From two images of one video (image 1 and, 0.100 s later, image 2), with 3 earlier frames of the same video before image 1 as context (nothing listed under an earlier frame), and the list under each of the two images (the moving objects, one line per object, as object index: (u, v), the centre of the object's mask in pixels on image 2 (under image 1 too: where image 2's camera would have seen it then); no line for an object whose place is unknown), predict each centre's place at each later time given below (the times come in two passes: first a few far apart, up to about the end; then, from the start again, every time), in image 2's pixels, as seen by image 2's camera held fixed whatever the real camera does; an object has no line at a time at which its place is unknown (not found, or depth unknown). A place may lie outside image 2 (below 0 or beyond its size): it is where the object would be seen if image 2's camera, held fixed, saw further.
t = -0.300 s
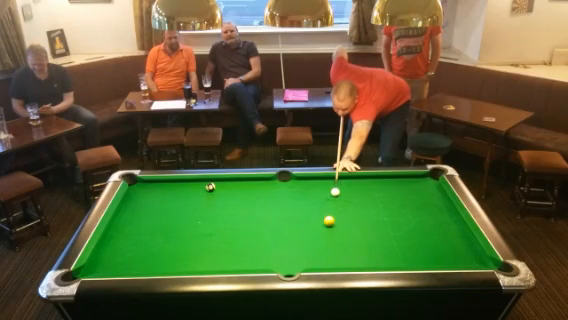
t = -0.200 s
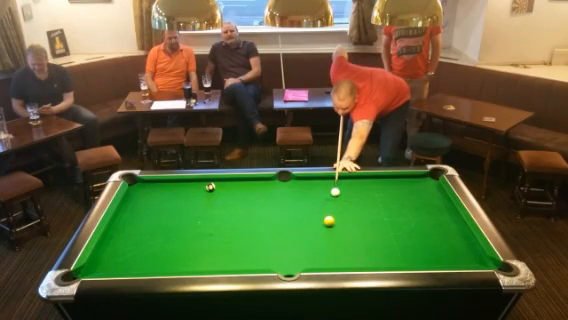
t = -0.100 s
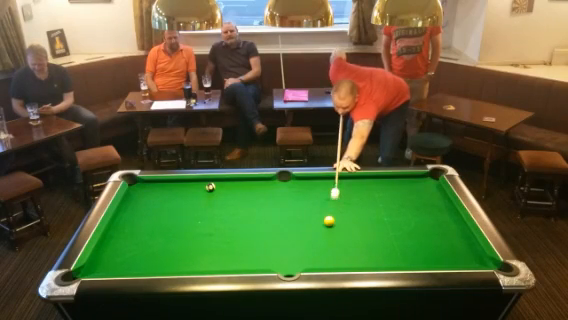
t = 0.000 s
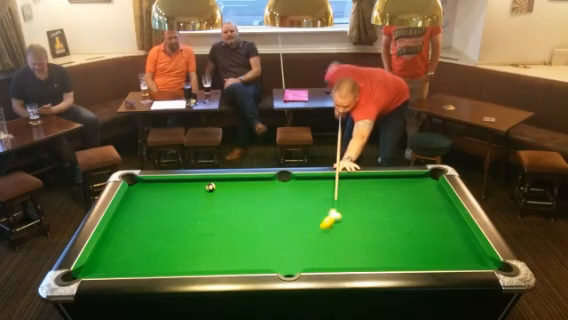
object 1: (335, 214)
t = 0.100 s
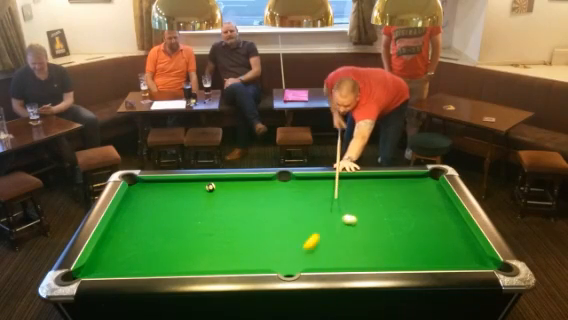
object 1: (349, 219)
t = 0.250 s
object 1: (370, 226)
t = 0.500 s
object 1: (405, 239)
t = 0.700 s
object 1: (434, 250)
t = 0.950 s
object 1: (471, 261)
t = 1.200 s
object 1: (474, 256)
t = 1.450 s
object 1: (452, 252)
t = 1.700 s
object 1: (432, 248)
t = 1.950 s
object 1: (413, 245)
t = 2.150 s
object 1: (399, 242)
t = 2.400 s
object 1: (383, 240)
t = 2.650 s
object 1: (368, 237)
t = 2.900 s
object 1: (354, 235)
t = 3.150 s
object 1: (342, 233)
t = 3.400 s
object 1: (331, 231)
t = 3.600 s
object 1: (322, 229)
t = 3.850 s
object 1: (313, 228)
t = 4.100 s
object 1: (305, 227)
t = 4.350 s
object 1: (298, 225)
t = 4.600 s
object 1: (292, 224)
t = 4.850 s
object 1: (287, 223)
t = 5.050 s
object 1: (284, 223)
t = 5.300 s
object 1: (281, 222)
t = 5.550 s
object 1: (278, 222)
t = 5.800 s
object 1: (277, 221)
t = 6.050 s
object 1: (277, 221)
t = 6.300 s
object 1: (276, 221)
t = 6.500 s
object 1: (276, 221)
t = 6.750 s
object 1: (276, 221)
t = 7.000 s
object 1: (276, 221)
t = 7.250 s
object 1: (277, 221)
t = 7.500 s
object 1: (276, 221)
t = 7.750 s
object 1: (276, 221)
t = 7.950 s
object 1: (277, 221)
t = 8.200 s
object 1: (276, 221)
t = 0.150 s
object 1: (356, 221)
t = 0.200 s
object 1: (363, 224)
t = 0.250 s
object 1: (370, 226)
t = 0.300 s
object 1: (376, 228)
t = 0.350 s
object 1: (383, 231)
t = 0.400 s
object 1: (390, 234)
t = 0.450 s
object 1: (397, 236)
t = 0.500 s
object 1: (405, 239)
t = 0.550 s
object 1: (412, 242)
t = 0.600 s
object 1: (419, 244)
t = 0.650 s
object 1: (426, 247)
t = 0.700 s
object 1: (434, 250)
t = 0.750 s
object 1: (441, 253)
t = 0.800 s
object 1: (449, 255)
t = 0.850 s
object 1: (456, 258)
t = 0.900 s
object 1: (464, 260)
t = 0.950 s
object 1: (471, 261)
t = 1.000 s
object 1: (475, 260)
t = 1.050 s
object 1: (479, 259)
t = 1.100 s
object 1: (483, 257)
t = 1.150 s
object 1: (479, 256)
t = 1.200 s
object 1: (474, 256)
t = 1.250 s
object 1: (470, 255)
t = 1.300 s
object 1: (465, 254)
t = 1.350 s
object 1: (461, 253)
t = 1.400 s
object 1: (456, 253)
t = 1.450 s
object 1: (452, 252)
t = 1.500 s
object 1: (448, 251)
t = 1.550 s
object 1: (444, 250)
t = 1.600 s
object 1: (440, 250)
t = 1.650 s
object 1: (436, 249)
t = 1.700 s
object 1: (432, 248)
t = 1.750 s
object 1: (428, 248)
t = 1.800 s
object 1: (424, 247)
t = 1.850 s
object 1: (420, 246)
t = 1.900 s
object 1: (416, 246)
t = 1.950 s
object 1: (413, 245)
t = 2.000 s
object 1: (409, 244)
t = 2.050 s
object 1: (406, 244)
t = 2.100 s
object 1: (402, 243)
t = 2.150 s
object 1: (399, 242)
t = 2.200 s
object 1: (396, 242)
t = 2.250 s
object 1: (392, 241)
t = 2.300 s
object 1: (389, 241)
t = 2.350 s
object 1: (386, 240)
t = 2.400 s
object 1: (383, 240)
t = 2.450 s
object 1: (380, 239)
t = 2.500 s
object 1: (377, 239)
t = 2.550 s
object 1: (374, 238)
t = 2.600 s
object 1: (371, 238)
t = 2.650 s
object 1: (368, 237)
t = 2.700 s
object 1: (365, 237)
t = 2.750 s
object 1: (362, 236)
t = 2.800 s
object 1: (359, 236)
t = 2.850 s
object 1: (357, 235)
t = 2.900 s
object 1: (354, 235)
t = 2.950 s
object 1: (352, 234)
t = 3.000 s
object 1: (349, 234)
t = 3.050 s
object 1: (347, 233)
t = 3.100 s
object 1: (344, 233)
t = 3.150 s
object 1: (342, 233)
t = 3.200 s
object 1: (340, 232)
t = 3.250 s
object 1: (337, 232)
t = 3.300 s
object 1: (335, 232)
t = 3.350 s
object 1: (333, 231)
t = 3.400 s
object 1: (331, 231)
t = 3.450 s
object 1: (329, 230)
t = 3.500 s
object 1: (326, 230)
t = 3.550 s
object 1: (324, 230)
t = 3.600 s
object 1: (322, 229)
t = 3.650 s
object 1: (320, 229)
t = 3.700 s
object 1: (319, 229)
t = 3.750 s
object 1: (317, 229)
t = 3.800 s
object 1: (315, 228)
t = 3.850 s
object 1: (313, 228)
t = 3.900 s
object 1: (312, 228)
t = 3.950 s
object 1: (310, 227)
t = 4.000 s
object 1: (308, 227)
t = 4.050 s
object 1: (307, 227)
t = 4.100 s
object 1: (305, 227)
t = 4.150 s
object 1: (304, 226)
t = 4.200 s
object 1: (302, 226)
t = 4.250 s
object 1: (301, 226)
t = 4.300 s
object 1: (299, 225)
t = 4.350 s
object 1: (298, 225)
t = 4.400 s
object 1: (297, 225)
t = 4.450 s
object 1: (296, 225)
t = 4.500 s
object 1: (294, 225)
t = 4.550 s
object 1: (293, 224)
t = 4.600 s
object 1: (292, 224)
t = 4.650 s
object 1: (291, 224)
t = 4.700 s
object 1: (290, 224)
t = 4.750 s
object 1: (289, 224)
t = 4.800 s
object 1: (288, 223)
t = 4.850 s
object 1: (287, 223)
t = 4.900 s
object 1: (286, 223)
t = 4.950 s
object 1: (285, 223)
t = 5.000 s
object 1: (285, 223)
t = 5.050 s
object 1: (284, 223)
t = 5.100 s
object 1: (283, 222)
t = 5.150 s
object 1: (282, 222)
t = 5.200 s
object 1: (282, 222)
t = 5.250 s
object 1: (281, 222)
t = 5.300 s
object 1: (281, 222)
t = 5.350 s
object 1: (280, 222)
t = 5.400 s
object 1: (279, 222)
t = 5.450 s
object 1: (279, 222)
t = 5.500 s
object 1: (278, 222)
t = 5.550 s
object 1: (278, 222)
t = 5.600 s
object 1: (278, 222)
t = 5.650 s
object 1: (278, 221)
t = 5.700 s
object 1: (277, 221)
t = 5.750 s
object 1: (277, 221)
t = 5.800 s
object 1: (277, 221)
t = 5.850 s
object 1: (277, 221)
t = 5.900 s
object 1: (277, 221)
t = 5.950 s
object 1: (277, 221)
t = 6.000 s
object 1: (277, 221)
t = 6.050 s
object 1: (277, 221)
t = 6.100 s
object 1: (276, 221)
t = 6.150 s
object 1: (276, 221)
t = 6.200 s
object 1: (276, 221)
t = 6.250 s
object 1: (276, 221)
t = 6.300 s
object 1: (276, 221)
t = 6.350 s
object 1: (276, 221)
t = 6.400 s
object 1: (276, 221)
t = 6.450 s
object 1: (277, 221)
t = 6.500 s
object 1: (276, 221)
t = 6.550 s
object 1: (276, 221)
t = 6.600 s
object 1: (276, 221)
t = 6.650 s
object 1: (276, 221)
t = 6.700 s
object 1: (276, 221)
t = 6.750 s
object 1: (276, 221)
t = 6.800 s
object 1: (276, 221)
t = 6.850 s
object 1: (276, 221)
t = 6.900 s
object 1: (276, 221)
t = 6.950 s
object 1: (276, 221)
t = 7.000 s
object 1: (276, 221)
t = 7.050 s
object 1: (276, 221)
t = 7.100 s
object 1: (276, 221)
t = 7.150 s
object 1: (276, 221)
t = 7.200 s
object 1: (277, 221)
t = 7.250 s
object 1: (277, 221)
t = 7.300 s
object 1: (276, 221)
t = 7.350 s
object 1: (276, 221)
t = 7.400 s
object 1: (276, 221)
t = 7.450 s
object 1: (276, 221)
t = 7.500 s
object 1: (276, 221)
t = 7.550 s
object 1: (276, 221)
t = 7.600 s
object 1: (276, 221)
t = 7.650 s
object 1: (276, 221)
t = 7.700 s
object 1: (276, 221)
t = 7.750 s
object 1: (276, 221)
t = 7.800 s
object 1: (276, 221)
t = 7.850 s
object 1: (276, 221)
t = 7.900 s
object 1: (277, 221)
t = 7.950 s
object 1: (277, 221)
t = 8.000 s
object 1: (276, 221)
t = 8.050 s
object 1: (277, 221)
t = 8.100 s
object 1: (277, 221)
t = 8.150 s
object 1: (277, 221)
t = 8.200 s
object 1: (276, 221)
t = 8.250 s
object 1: (276, 221)
